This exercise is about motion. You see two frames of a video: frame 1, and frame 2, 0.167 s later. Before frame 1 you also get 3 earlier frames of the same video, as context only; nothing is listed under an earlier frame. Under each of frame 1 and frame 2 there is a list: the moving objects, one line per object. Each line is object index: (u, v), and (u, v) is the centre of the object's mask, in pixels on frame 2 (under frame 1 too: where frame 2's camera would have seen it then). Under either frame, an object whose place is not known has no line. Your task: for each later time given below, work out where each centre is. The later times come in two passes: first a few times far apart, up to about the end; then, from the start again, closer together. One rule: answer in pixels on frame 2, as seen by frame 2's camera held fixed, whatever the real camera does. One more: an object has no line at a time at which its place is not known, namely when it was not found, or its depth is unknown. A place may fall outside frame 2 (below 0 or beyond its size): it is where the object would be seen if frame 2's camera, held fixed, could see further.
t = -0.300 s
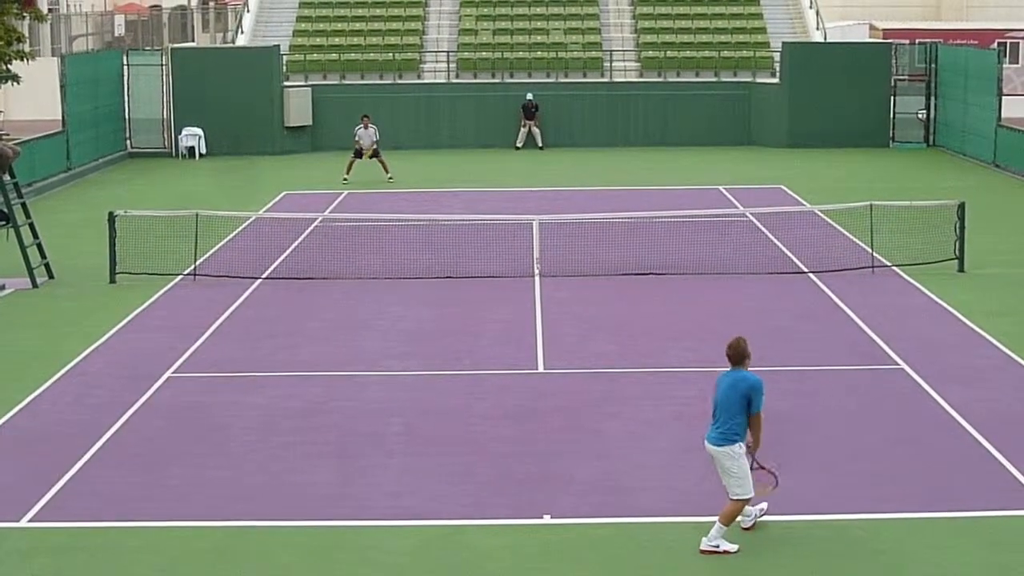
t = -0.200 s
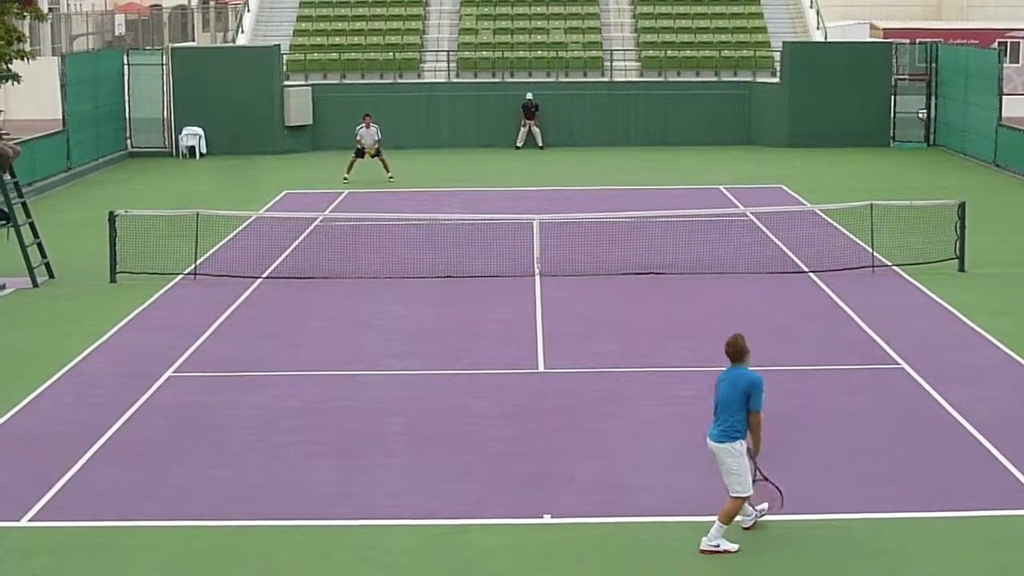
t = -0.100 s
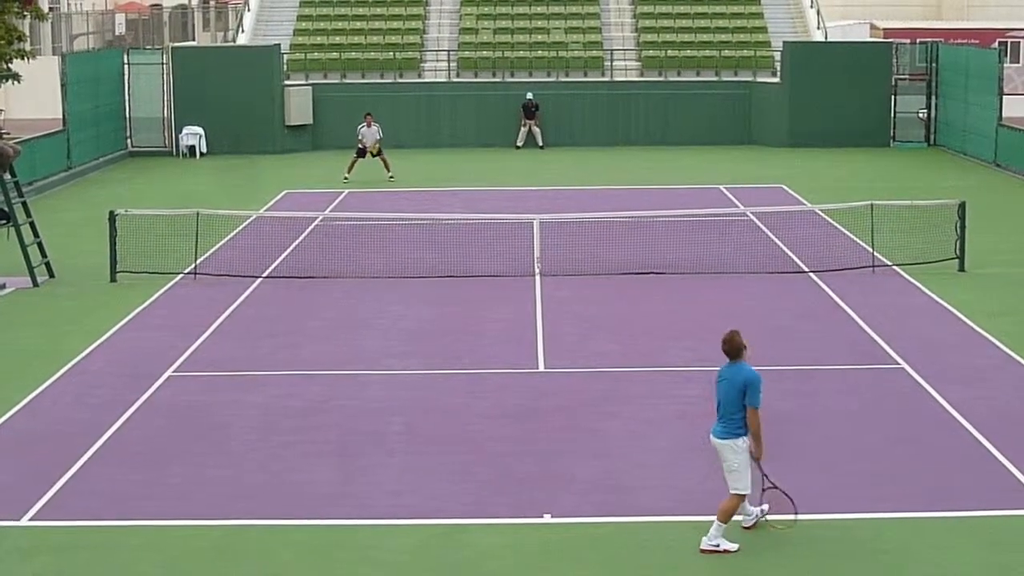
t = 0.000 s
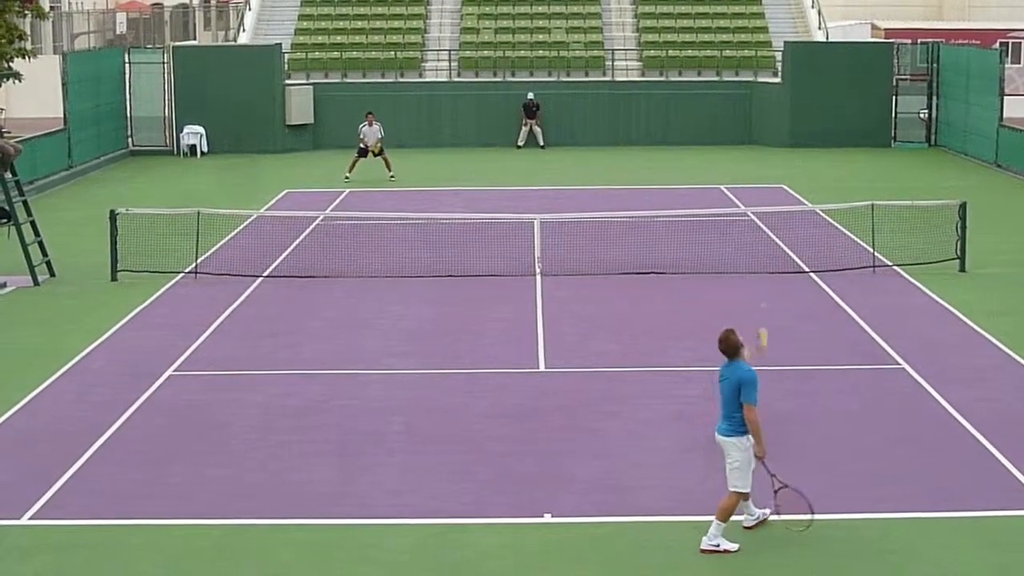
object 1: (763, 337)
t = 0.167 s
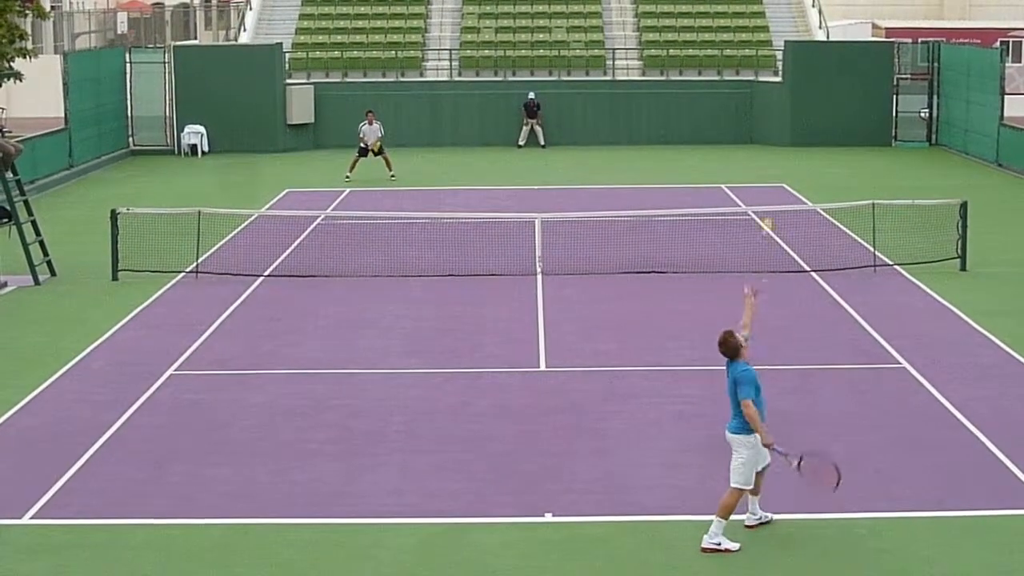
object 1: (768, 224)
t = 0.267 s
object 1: (768, 175)
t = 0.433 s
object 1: (771, 122)
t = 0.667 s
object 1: (772, 107)
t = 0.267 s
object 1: (768, 175)
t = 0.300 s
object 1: (769, 162)
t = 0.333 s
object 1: (770, 150)
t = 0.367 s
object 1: (770, 140)
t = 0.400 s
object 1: (771, 131)
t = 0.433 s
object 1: (771, 122)
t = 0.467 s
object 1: (771, 116)
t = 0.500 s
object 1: (771, 111)
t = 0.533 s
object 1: (771, 107)
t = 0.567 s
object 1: (771, 105)
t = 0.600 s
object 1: (771, 104)
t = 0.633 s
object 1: (772, 105)
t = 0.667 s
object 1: (772, 107)
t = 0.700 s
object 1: (772, 110)
